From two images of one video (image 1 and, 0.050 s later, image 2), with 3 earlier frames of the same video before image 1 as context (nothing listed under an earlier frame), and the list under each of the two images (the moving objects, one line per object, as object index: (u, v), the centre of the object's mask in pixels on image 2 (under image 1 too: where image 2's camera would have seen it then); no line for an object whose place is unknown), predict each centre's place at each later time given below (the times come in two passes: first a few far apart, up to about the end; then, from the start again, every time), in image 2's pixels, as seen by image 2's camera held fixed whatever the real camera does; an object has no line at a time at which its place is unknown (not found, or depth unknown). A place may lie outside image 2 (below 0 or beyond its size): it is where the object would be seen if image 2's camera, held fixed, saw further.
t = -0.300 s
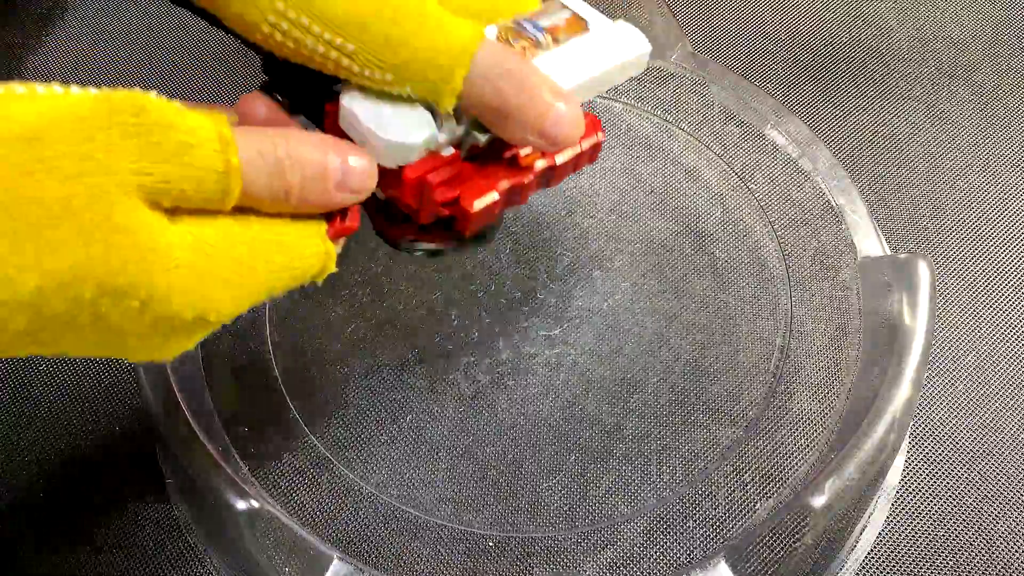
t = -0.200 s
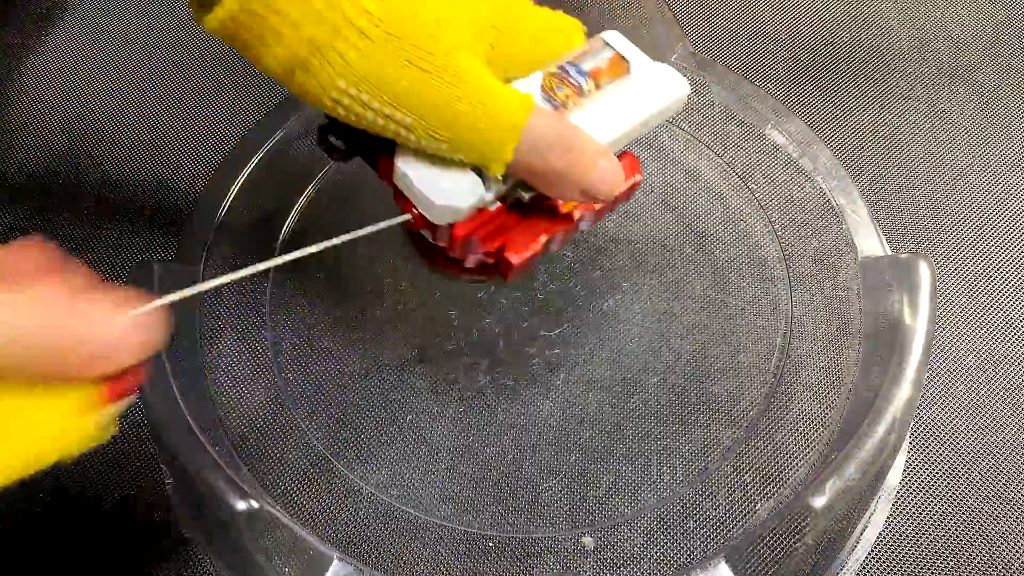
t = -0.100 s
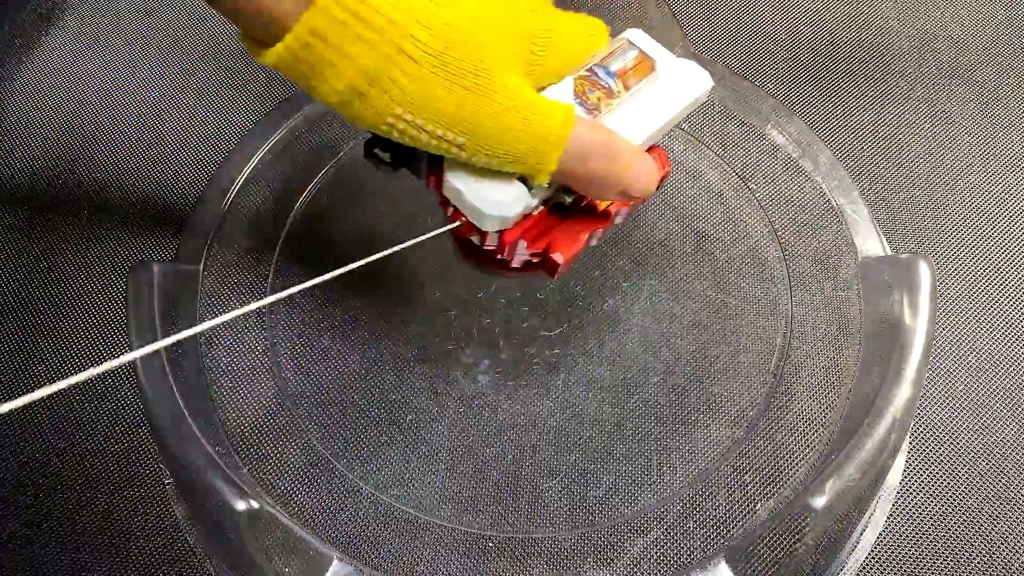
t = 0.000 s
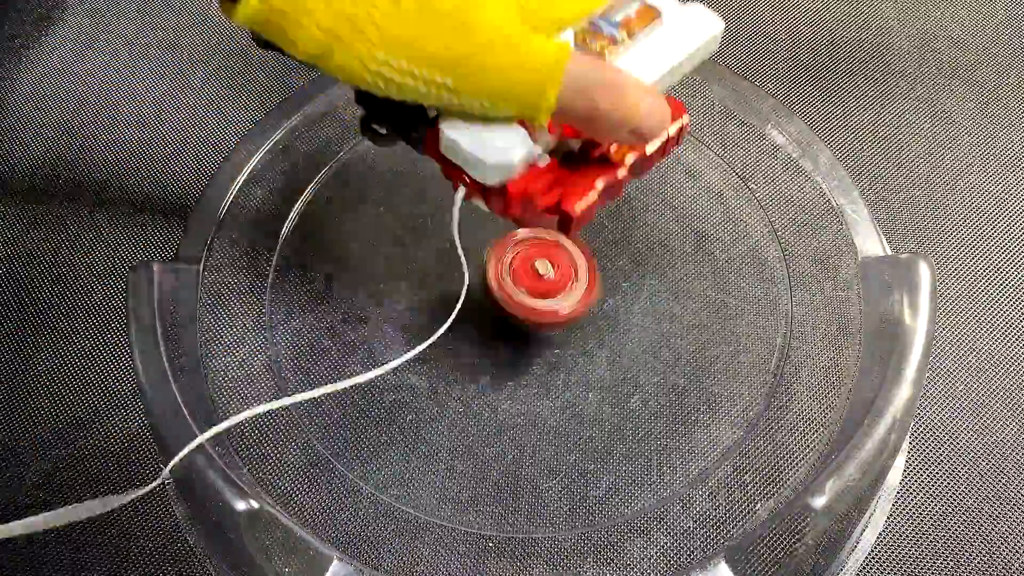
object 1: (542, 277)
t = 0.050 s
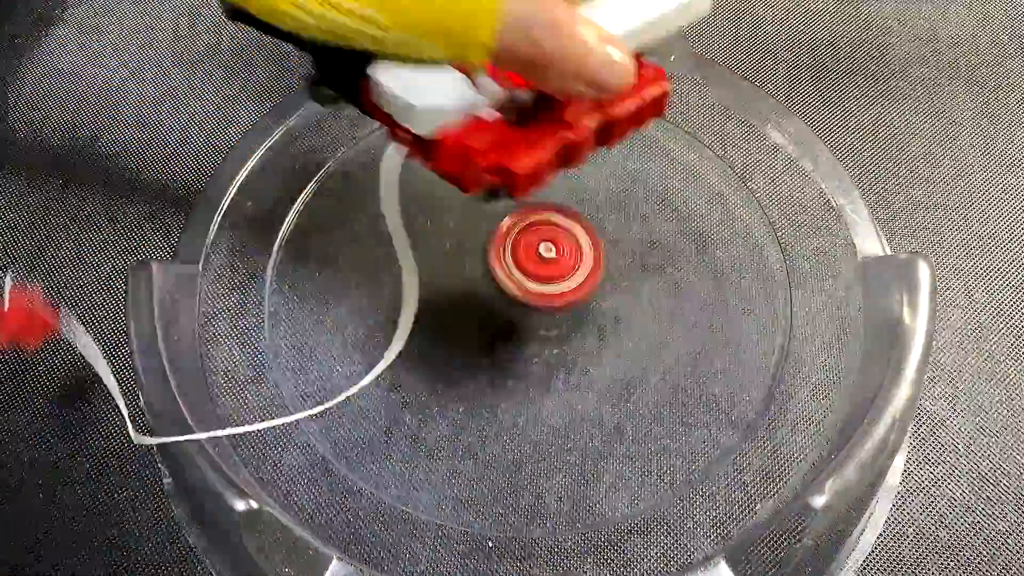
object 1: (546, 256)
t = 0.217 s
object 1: (542, 229)
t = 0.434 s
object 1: (498, 166)
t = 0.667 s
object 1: (469, 226)
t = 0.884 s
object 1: (579, 250)
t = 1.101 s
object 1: (597, 183)
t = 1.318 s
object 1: (531, 215)
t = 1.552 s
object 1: (594, 290)
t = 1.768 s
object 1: (634, 250)
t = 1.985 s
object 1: (572, 257)
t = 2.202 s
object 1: (556, 320)
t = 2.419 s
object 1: (576, 307)
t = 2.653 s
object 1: (531, 309)
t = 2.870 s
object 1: (511, 316)
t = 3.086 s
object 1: (515, 308)
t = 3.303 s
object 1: (487, 292)
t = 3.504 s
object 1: (477, 288)
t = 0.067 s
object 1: (545, 249)
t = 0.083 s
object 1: (546, 245)
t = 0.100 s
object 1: (545, 246)
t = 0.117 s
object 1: (545, 249)
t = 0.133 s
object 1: (544, 254)
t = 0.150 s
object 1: (545, 259)
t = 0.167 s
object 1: (543, 247)
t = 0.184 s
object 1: (543, 237)
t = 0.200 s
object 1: (542, 232)
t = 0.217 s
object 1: (542, 229)
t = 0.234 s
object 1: (541, 226)
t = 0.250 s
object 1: (540, 218)
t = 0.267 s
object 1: (538, 212)
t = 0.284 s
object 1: (536, 206)
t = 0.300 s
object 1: (535, 200)
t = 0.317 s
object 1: (533, 194)
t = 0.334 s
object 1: (530, 189)
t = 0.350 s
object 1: (526, 183)
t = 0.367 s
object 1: (521, 178)
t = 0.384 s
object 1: (516, 173)
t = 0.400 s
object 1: (510, 170)
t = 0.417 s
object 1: (505, 167)
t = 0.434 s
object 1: (498, 166)
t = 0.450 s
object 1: (492, 165)
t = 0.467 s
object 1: (486, 165)
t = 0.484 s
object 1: (478, 166)
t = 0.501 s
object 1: (473, 168)
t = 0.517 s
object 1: (466, 171)
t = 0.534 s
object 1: (462, 175)
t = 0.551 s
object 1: (459, 181)
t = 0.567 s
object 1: (456, 186)
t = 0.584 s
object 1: (455, 192)
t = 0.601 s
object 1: (455, 198)
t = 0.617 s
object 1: (456, 204)
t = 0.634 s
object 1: (460, 213)
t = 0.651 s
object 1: (464, 219)
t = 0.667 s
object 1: (469, 226)
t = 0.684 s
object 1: (475, 232)
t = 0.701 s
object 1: (482, 237)
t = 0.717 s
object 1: (490, 243)
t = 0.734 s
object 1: (498, 249)
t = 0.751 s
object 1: (507, 253)
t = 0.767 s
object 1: (516, 256)
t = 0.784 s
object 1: (524, 257)
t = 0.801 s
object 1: (534, 258)
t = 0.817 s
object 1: (544, 259)
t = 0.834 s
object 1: (553, 258)
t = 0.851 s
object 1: (563, 257)
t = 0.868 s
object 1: (570, 255)
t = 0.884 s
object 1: (579, 250)
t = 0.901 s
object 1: (587, 246)
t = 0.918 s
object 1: (594, 241)
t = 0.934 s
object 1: (601, 236)
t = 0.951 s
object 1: (606, 231)
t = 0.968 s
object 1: (609, 225)
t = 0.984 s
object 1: (612, 219)
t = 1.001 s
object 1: (613, 213)
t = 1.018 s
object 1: (613, 207)
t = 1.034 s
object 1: (612, 201)
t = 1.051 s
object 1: (609, 196)
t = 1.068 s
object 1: (607, 191)
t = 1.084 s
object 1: (602, 187)
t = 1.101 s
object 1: (597, 183)
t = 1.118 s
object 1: (592, 179)
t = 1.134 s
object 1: (585, 178)
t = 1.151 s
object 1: (579, 177)
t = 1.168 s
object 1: (572, 177)
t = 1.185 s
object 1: (564, 177)
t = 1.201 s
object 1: (559, 179)
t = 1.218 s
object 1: (553, 182)
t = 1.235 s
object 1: (548, 186)
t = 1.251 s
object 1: (543, 191)
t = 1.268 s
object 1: (539, 196)
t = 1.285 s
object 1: (535, 202)
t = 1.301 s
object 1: (532, 208)
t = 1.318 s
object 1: (531, 215)
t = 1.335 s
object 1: (532, 223)
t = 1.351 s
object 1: (531, 231)
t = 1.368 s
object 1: (533, 238)
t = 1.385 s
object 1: (536, 246)
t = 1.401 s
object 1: (539, 254)
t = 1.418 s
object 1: (542, 260)
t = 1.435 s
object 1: (548, 266)
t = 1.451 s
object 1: (553, 272)
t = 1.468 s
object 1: (559, 277)
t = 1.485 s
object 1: (565, 281)
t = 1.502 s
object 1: (572, 284)
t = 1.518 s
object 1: (578, 287)
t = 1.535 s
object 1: (586, 288)
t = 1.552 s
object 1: (594, 290)
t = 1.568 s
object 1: (601, 290)
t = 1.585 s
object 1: (609, 289)
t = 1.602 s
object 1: (615, 288)
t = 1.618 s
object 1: (621, 286)
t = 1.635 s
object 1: (626, 283)
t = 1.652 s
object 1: (631, 280)
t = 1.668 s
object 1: (635, 276)
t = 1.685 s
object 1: (638, 271)
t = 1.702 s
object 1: (639, 267)
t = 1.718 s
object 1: (640, 262)
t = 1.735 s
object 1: (639, 257)
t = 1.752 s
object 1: (637, 253)
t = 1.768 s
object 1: (634, 250)
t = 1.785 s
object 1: (631, 247)
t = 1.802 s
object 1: (627, 244)
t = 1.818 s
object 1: (622, 242)
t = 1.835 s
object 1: (617, 240)
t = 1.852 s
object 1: (612, 239)
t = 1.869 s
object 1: (607, 238)
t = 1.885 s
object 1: (602, 238)
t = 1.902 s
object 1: (596, 238)
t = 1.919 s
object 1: (591, 240)
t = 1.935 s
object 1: (586, 243)
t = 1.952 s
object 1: (582, 247)
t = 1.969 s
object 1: (577, 252)
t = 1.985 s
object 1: (572, 257)
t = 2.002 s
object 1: (568, 263)
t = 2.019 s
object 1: (564, 268)
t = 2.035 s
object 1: (560, 274)
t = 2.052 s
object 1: (557, 280)
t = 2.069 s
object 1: (554, 286)
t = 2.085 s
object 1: (552, 291)
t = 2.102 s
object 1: (550, 296)
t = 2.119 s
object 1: (550, 302)
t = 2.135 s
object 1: (550, 307)
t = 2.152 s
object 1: (551, 311)
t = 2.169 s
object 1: (553, 314)
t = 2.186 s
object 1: (554, 318)
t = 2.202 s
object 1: (556, 320)
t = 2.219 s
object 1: (559, 322)
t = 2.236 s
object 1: (562, 323)
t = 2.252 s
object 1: (565, 324)
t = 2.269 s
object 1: (568, 324)
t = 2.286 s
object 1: (571, 324)
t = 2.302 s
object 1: (573, 323)
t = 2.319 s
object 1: (575, 322)
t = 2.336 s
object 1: (576, 320)
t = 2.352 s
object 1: (578, 317)
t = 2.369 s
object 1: (578, 315)
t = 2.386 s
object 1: (578, 312)
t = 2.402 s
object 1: (577, 310)
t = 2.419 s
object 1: (576, 307)
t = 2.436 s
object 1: (576, 305)
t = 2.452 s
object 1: (574, 303)
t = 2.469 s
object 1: (572, 301)
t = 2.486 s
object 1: (570, 299)
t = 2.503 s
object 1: (568, 298)
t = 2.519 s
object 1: (566, 298)
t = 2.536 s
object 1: (563, 298)
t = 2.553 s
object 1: (560, 298)
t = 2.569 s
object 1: (555, 299)
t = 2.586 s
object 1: (550, 301)
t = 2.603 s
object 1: (545, 304)
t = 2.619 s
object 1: (541, 305)
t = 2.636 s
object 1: (536, 307)
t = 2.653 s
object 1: (531, 309)
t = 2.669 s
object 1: (526, 311)
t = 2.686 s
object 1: (523, 311)
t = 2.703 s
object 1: (519, 312)
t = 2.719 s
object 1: (516, 313)
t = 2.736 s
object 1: (514, 314)
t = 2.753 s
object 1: (512, 314)
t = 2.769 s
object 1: (511, 315)
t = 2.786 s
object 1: (510, 315)
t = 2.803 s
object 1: (510, 315)
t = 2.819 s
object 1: (510, 315)
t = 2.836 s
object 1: (510, 315)
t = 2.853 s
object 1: (510, 316)
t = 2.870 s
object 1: (511, 316)
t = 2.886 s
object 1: (512, 316)
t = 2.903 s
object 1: (512, 315)
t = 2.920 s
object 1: (513, 315)
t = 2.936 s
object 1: (514, 315)
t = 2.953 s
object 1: (515, 315)
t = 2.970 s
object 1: (516, 314)
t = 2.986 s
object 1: (516, 314)
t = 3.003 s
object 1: (517, 313)
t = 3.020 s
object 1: (517, 313)
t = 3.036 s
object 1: (517, 312)
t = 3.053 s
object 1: (516, 311)
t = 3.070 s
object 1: (515, 310)
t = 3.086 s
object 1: (515, 308)
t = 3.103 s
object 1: (513, 307)
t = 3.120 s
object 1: (512, 306)
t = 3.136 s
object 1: (509, 304)
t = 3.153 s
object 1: (507, 303)
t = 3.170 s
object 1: (504, 302)
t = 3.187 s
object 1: (502, 300)
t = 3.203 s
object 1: (499, 299)
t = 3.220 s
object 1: (497, 298)
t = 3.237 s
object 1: (495, 297)
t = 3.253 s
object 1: (492, 296)
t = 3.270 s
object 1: (490, 294)
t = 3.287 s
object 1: (488, 293)
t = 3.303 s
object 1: (487, 292)
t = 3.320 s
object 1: (485, 291)
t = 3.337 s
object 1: (483, 291)
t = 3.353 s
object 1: (481, 290)
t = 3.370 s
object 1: (481, 290)
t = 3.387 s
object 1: (479, 289)
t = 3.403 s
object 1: (479, 289)
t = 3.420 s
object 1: (478, 289)
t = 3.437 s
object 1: (478, 289)
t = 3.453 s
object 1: (477, 289)
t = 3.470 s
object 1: (477, 288)
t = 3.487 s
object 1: (477, 289)
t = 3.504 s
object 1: (477, 288)
